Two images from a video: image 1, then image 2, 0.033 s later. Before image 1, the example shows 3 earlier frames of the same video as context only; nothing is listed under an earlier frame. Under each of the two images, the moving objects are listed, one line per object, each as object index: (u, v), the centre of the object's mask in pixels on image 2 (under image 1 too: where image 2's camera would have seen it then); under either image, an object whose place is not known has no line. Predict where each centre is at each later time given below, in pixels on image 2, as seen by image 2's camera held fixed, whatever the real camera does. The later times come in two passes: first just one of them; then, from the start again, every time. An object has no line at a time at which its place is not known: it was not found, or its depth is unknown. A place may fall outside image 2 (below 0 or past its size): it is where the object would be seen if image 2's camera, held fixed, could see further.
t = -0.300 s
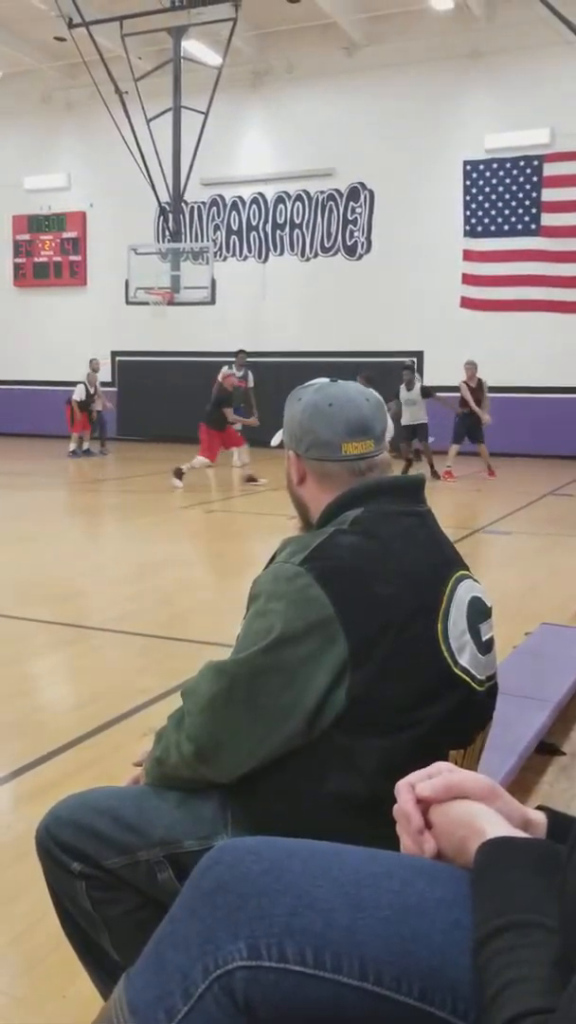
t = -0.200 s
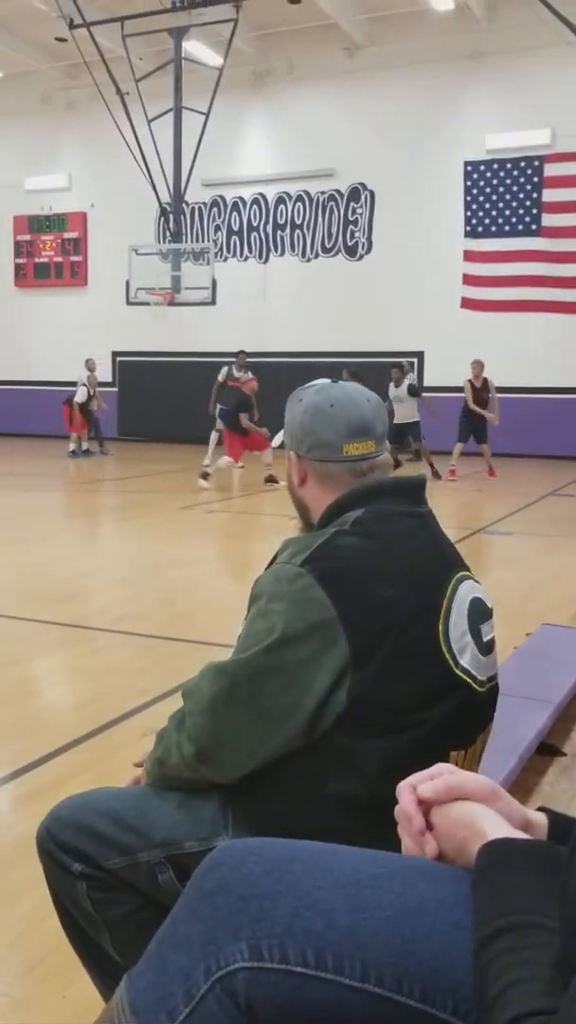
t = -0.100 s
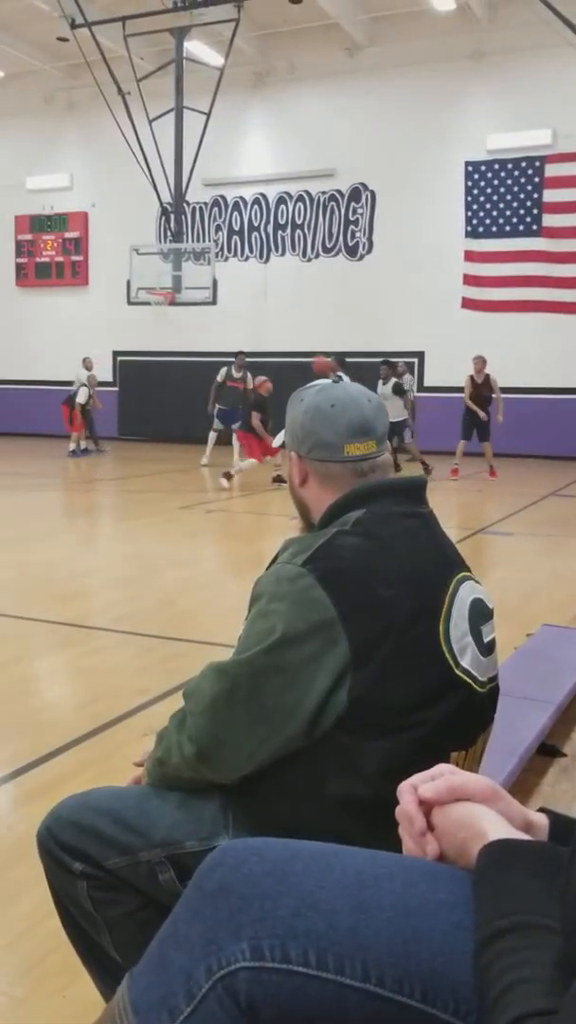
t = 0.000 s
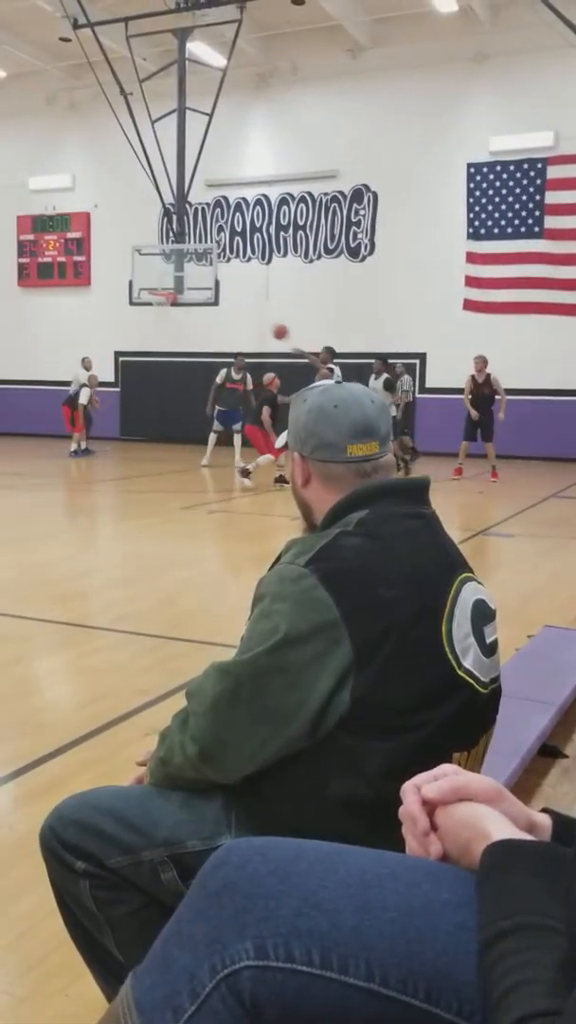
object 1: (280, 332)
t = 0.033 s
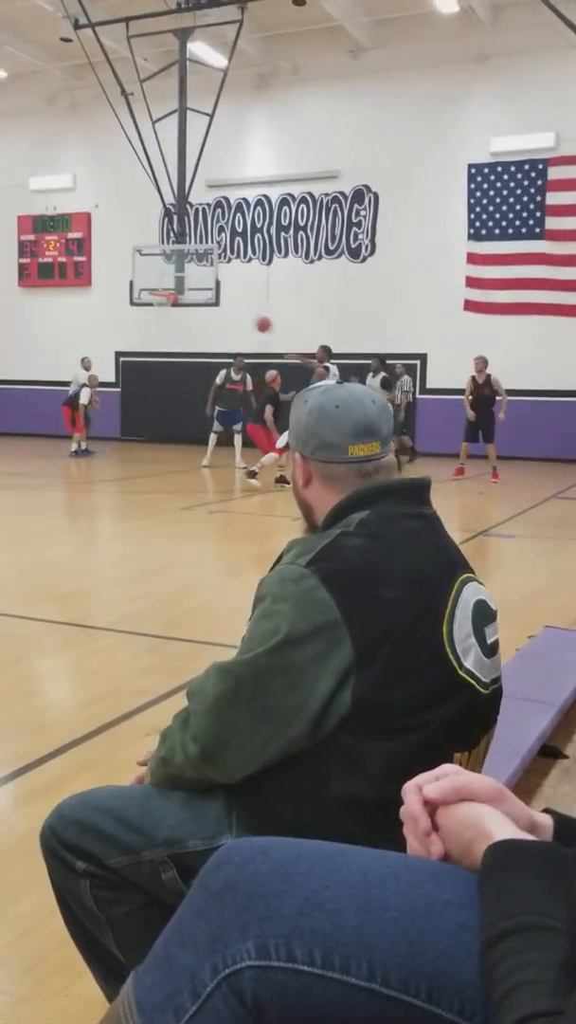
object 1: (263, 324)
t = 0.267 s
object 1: (132, 288)
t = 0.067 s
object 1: (245, 316)
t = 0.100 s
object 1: (227, 310)
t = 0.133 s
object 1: (209, 305)
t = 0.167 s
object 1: (190, 299)
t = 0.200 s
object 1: (170, 296)
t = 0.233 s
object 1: (153, 291)
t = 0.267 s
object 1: (132, 288)
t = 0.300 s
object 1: (112, 286)
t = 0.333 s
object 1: (91, 285)
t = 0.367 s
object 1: (72, 287)
